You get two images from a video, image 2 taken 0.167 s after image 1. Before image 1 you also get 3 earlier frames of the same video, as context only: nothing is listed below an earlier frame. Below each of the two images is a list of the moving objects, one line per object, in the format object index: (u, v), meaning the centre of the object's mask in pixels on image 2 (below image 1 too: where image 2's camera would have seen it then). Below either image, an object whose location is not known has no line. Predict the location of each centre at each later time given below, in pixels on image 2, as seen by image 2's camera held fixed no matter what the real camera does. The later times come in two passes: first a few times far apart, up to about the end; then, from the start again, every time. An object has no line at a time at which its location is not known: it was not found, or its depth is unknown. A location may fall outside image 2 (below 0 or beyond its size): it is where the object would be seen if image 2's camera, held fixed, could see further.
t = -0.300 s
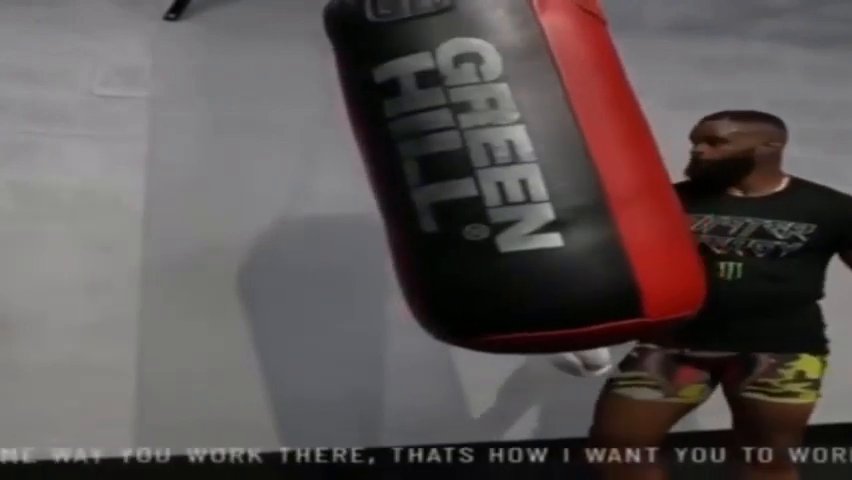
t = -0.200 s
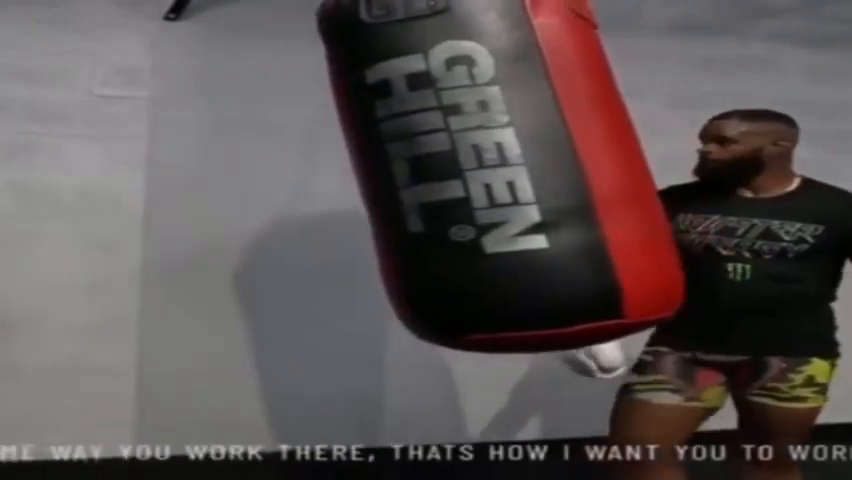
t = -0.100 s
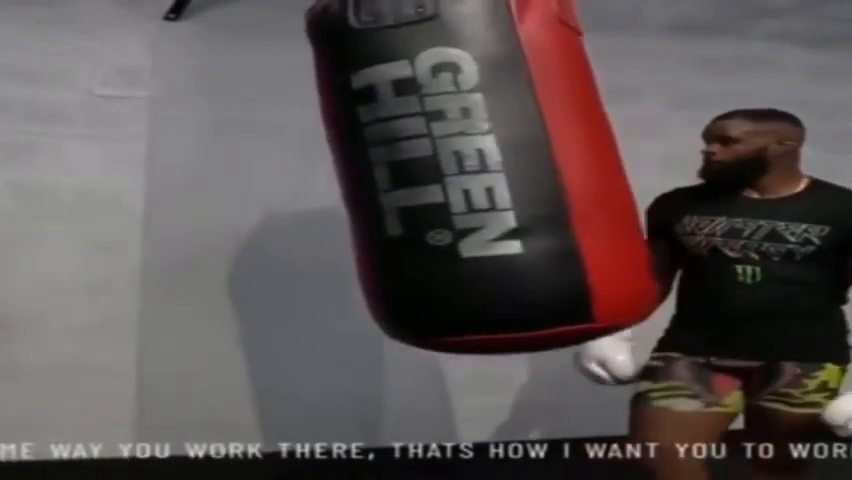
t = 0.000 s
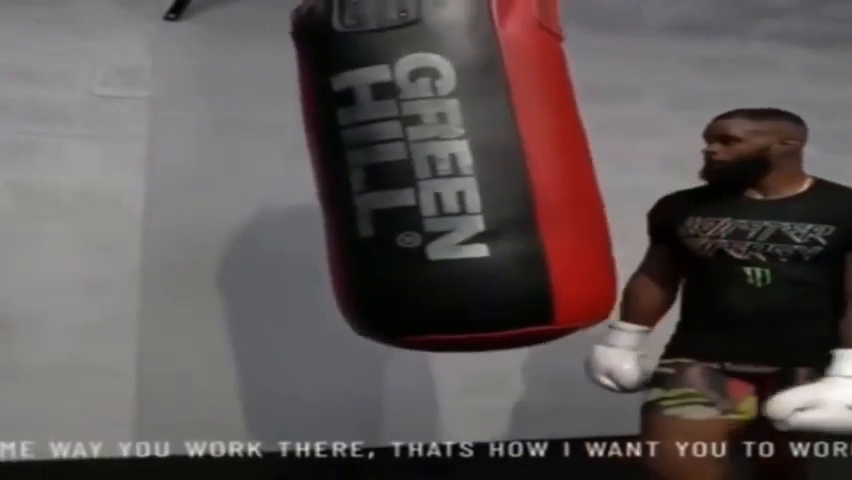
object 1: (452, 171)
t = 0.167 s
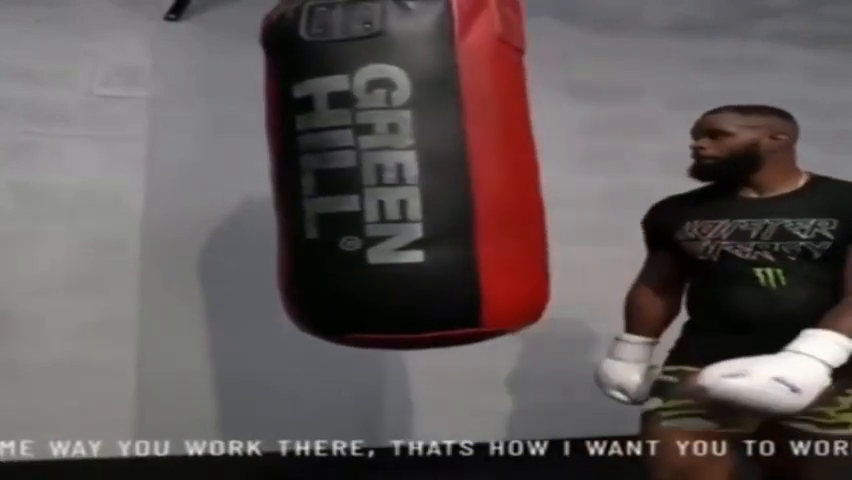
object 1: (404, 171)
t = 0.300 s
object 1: (367, 168)
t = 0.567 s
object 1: (310, 162)
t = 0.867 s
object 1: (289, 159)
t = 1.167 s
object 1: (318, 164)
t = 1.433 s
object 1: (375, 172)
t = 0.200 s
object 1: (394, 170)
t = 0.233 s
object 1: (385, 169)
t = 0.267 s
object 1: (376, 168)
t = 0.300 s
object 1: (367, 168)
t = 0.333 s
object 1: (358, 167)
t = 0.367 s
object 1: (350, 166)
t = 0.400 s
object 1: (342, 165)
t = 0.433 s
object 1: (335, 164)
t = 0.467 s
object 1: (328, 163)
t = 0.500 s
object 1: (322, 163)
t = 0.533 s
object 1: (316, 162)
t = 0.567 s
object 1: (310, 162)
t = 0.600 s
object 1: (306, 161)
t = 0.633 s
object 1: (302, 160)
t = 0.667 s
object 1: (298, 160)
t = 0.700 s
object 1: (295, 159)
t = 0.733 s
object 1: (293, 159)
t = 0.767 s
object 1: (291, 159)
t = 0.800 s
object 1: (290, 159)
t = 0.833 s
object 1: (289, 159)
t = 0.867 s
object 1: (289, 159)
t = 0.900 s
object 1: (290, 159)
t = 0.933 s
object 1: (292, 160)
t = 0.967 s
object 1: (293, 160)
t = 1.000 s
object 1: (296, 161)
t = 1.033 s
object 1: (299, 162)
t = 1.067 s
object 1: (303, 162)
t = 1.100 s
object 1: (308, 163)
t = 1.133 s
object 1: (313, 163)
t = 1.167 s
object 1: (318, 164)
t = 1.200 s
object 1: (324, 165)
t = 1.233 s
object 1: (331, 166)
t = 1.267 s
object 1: (338, 167)
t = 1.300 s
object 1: (346, 168)
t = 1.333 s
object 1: (354, 169)
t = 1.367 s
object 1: (361, 170)
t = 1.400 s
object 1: (368, 171)
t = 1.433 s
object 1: (375, 172)
